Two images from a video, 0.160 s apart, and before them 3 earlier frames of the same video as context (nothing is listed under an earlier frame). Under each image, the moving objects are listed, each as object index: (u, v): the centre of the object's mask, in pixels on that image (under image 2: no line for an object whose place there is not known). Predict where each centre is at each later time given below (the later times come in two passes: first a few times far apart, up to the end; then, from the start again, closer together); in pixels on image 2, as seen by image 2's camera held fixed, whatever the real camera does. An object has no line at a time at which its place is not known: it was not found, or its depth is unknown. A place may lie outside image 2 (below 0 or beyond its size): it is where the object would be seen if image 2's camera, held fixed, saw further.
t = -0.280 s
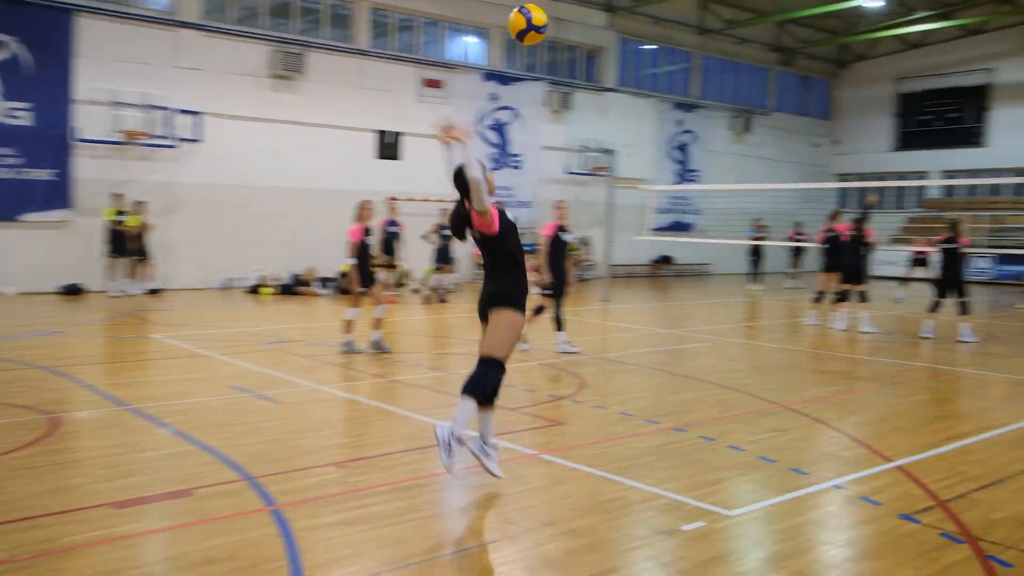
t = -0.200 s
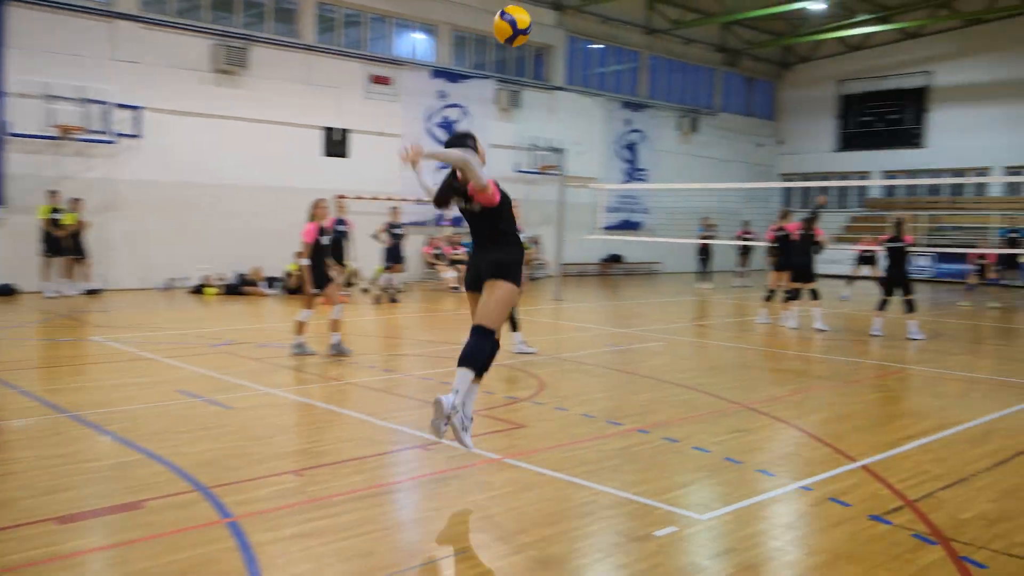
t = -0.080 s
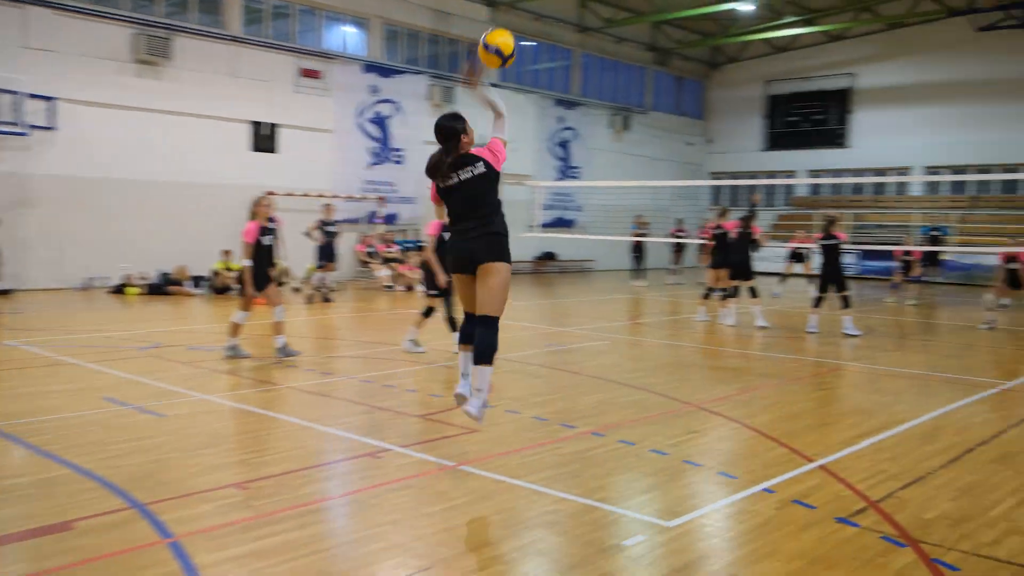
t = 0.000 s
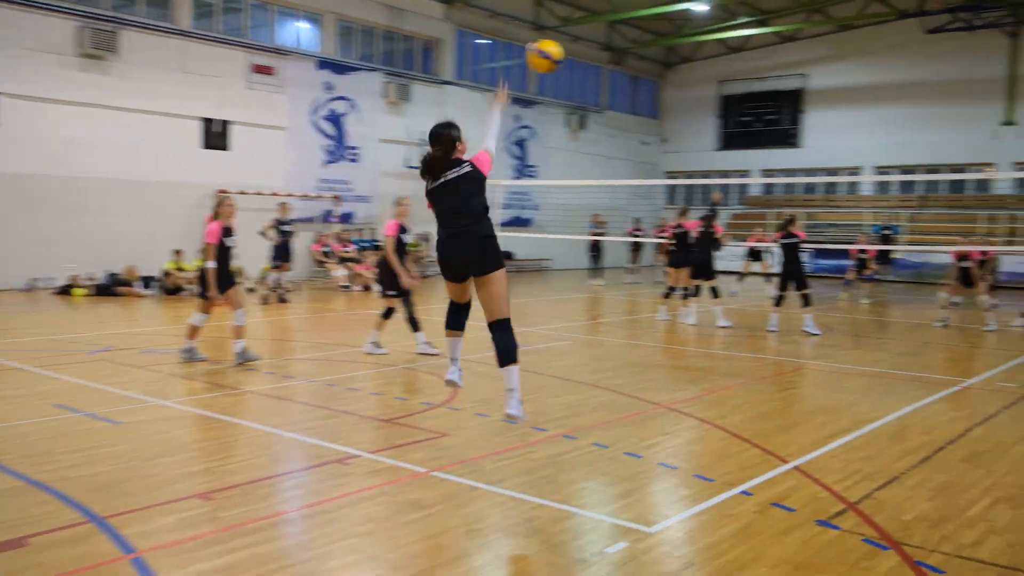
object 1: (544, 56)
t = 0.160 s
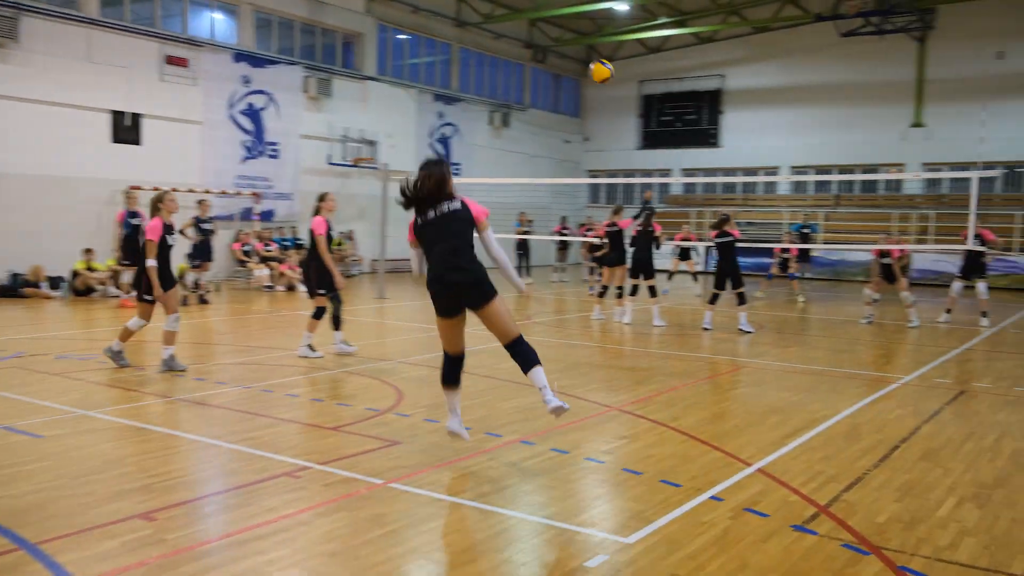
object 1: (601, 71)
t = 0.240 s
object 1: (634, 83)
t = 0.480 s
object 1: (693, 125)
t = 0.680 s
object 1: (714, 169)
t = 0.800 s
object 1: (718, 198)
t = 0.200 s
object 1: (618, 77)
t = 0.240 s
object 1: (634, 83)
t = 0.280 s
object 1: (648, 90)
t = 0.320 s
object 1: (657, 97)
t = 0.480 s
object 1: (693, 125)
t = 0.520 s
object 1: (699, 133)
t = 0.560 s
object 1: (706, 141)
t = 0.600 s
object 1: (709, 150)
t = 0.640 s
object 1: (712, 160)
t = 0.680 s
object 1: (714, 169)
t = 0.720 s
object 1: (717, 183)
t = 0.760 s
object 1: (717, 188)
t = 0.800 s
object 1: (718, 198)
